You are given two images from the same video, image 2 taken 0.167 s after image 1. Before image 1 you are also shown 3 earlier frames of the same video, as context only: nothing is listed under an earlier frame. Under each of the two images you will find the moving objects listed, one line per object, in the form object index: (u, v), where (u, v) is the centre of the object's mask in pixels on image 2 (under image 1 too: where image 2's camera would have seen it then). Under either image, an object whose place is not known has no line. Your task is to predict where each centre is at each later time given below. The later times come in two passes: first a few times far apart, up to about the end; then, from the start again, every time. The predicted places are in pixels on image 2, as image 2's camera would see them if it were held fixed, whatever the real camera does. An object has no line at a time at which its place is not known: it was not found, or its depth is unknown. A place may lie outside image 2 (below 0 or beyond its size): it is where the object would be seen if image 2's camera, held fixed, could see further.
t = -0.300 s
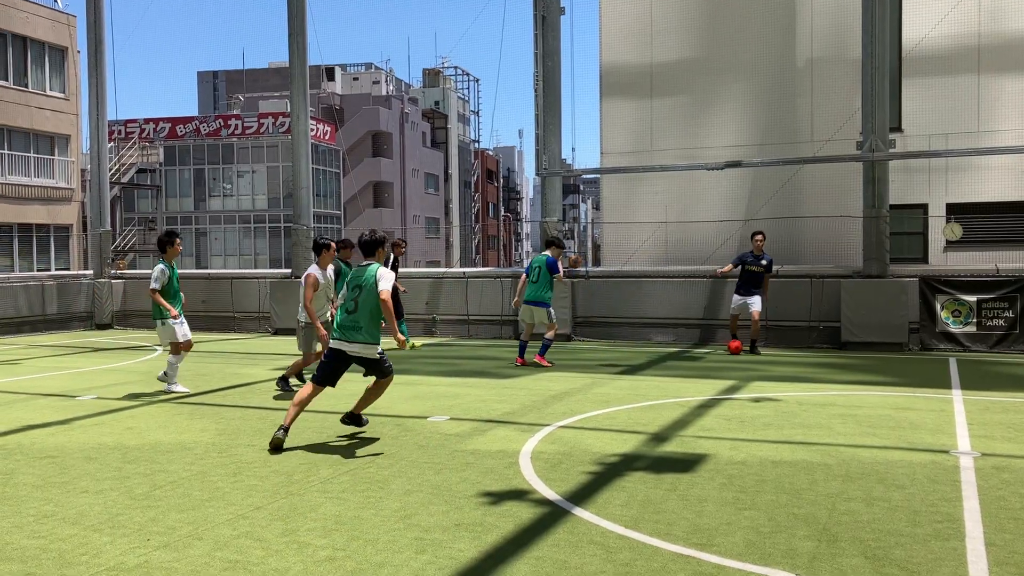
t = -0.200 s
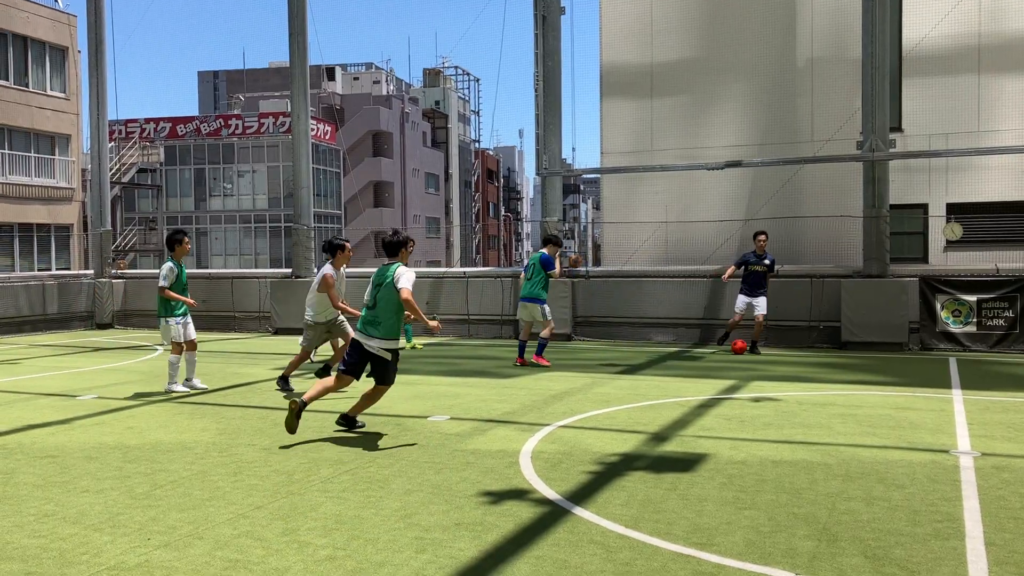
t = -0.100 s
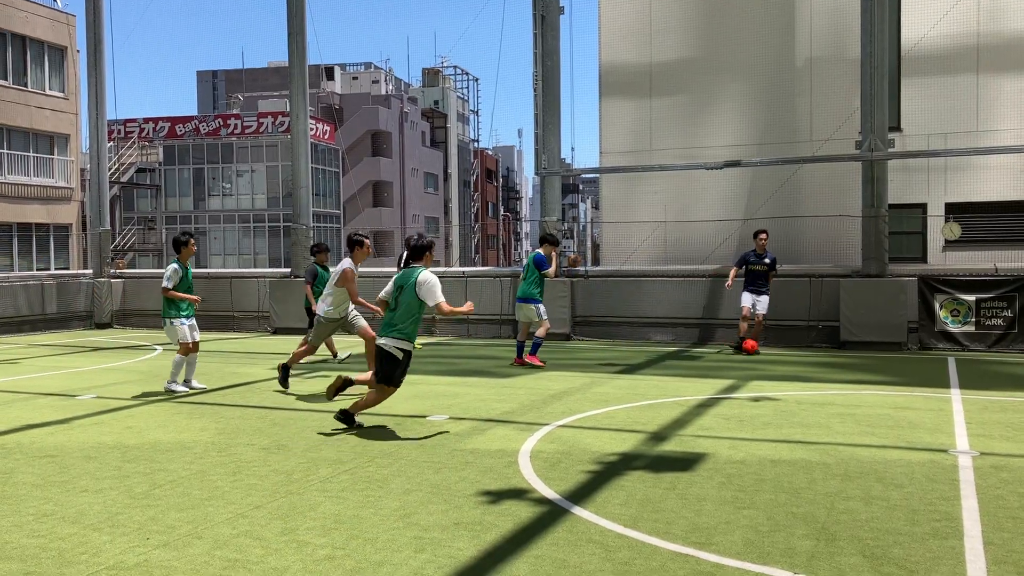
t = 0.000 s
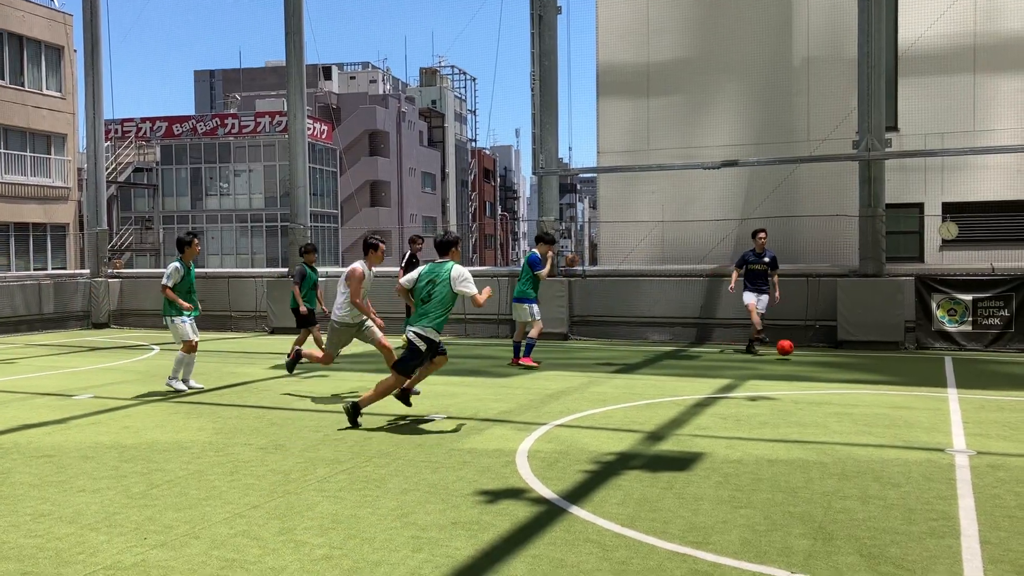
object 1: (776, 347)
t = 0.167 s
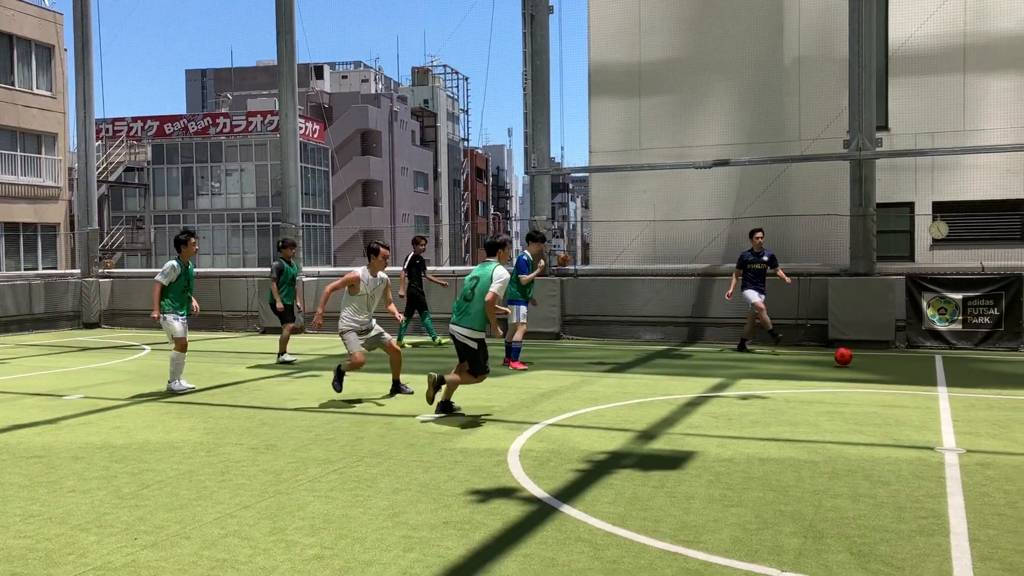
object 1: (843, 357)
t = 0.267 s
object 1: (883, 363)
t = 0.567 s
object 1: (1013, 378)
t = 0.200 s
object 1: (857, 359)
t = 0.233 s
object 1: (871, 362)
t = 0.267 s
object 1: (883, 363)
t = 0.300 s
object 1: (896, 364)
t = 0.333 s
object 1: (910, 366)
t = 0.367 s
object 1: (924, 368)
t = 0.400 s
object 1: (937, 368)
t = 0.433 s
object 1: (951, 370)
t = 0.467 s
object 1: (966, 373)
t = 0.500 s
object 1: (981, 375)
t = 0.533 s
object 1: (996, 376)
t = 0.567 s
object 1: (1013, 378)
